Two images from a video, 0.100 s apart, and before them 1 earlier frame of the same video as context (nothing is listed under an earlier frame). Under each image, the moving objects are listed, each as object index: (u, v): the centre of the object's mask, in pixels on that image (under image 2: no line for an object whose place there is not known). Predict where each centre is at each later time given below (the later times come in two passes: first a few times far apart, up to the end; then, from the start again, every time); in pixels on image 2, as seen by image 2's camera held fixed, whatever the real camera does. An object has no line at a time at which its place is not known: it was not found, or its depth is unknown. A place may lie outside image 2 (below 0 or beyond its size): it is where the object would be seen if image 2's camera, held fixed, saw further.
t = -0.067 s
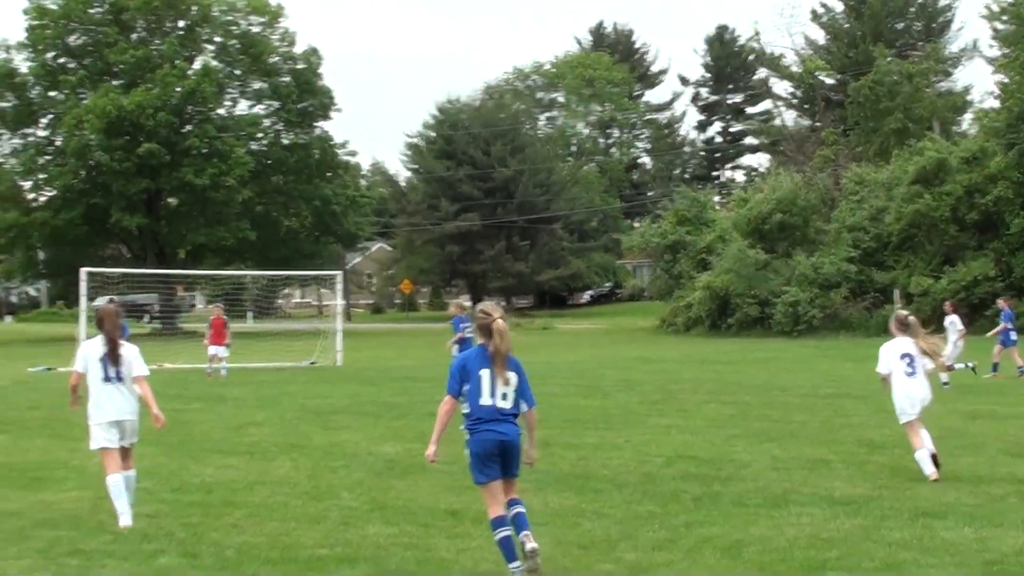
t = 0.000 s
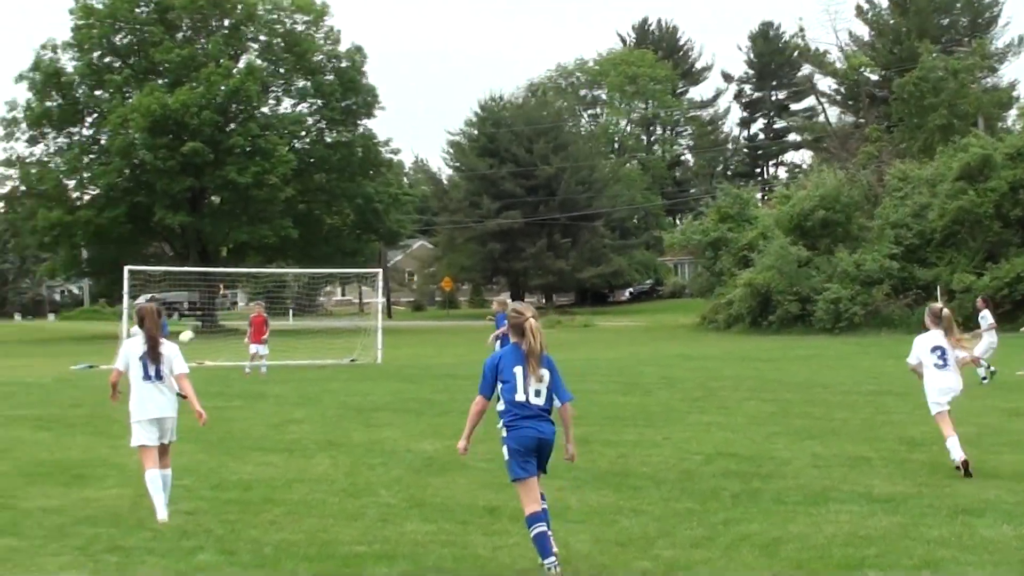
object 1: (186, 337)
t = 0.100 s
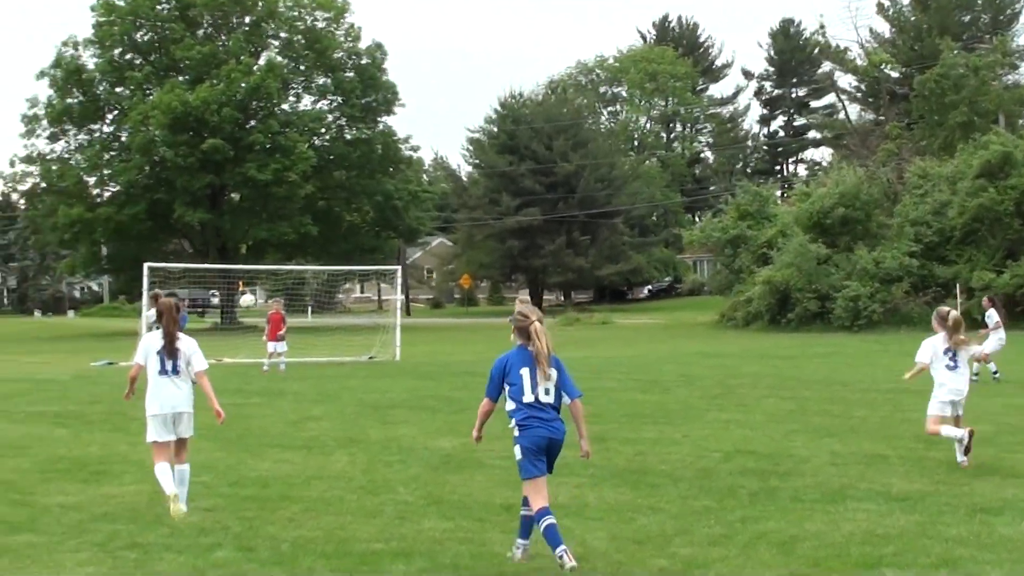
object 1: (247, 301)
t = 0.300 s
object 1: (341, 250)
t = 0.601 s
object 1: (509, 231)
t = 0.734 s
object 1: (600, 249)
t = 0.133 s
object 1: (263, 291)
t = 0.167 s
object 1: (278, 282)
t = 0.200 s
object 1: (293, 273)
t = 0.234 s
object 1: (308, 264)
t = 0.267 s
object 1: (325, 257)
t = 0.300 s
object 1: (341, 250)
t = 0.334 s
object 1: (357, 244)
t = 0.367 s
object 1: (375, 240)
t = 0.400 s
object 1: (393, 235)
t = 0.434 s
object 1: (410, 232)
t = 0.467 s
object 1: (429, 230)
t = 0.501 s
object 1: (448, 229)
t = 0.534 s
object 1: (467, 229)
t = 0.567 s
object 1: (488, 230)
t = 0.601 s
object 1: (509, 231)
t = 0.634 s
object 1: (531, 233)
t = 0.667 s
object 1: (554, 237)
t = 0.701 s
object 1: (576, 242)
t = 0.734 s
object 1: (600, 249)
